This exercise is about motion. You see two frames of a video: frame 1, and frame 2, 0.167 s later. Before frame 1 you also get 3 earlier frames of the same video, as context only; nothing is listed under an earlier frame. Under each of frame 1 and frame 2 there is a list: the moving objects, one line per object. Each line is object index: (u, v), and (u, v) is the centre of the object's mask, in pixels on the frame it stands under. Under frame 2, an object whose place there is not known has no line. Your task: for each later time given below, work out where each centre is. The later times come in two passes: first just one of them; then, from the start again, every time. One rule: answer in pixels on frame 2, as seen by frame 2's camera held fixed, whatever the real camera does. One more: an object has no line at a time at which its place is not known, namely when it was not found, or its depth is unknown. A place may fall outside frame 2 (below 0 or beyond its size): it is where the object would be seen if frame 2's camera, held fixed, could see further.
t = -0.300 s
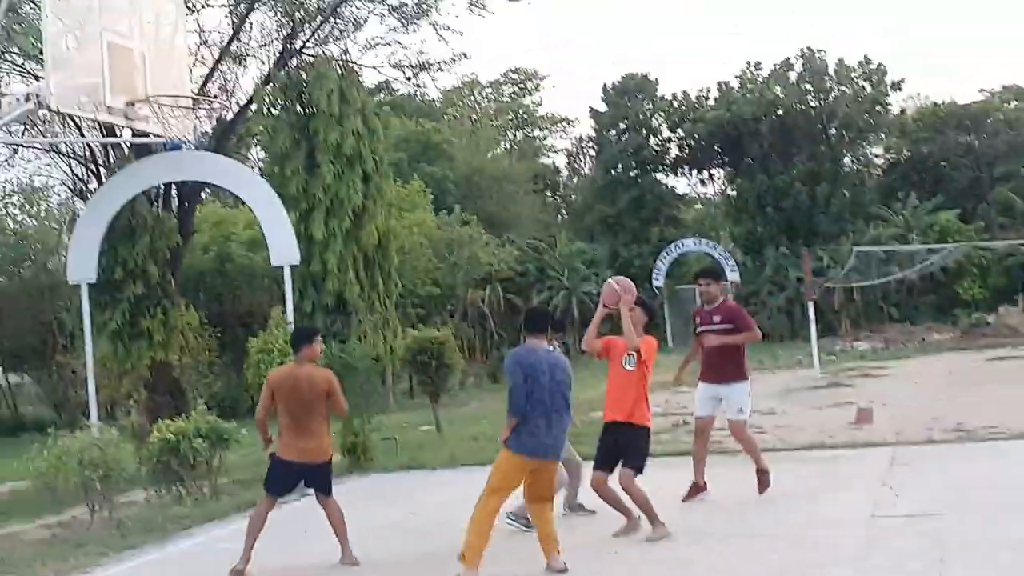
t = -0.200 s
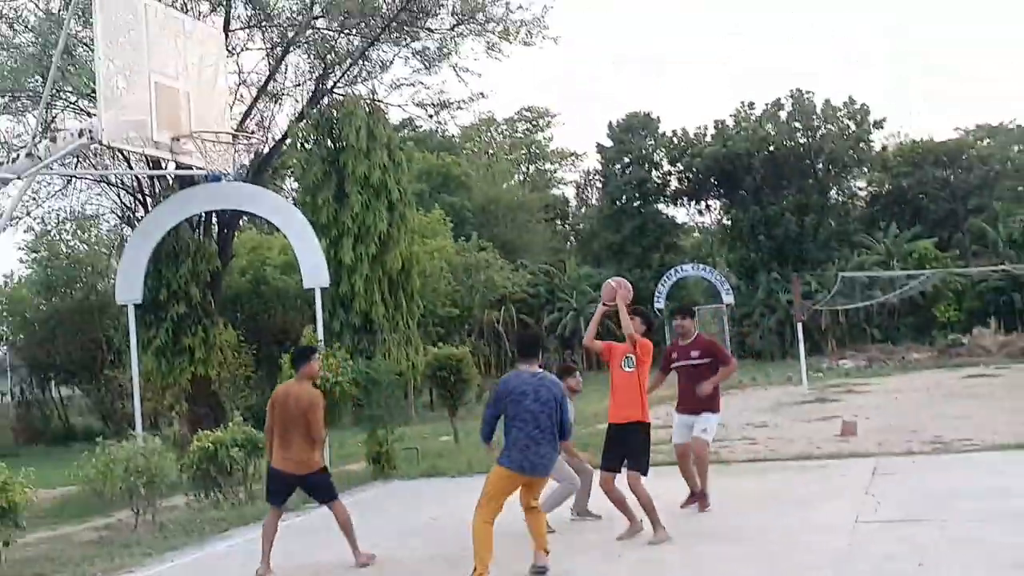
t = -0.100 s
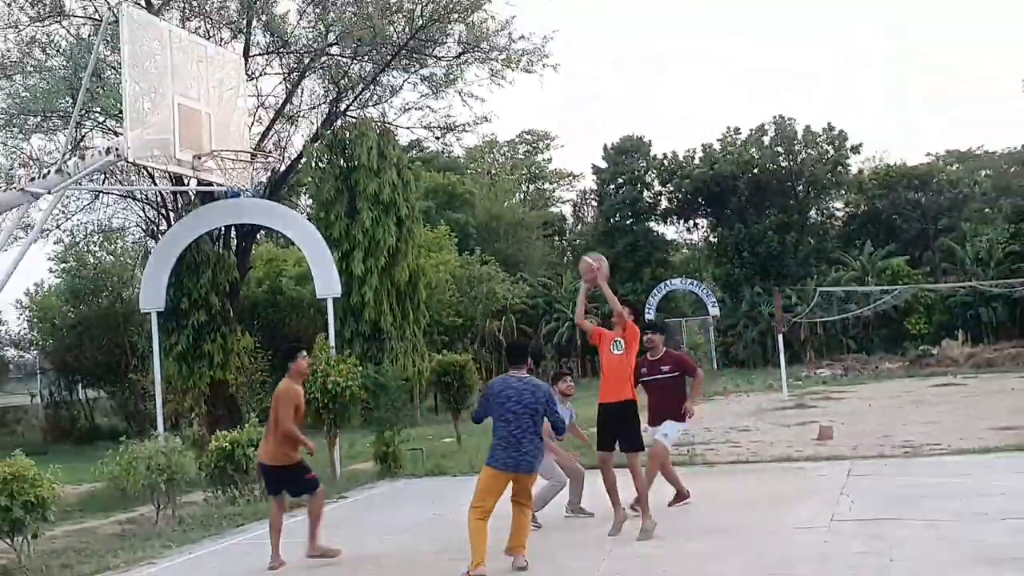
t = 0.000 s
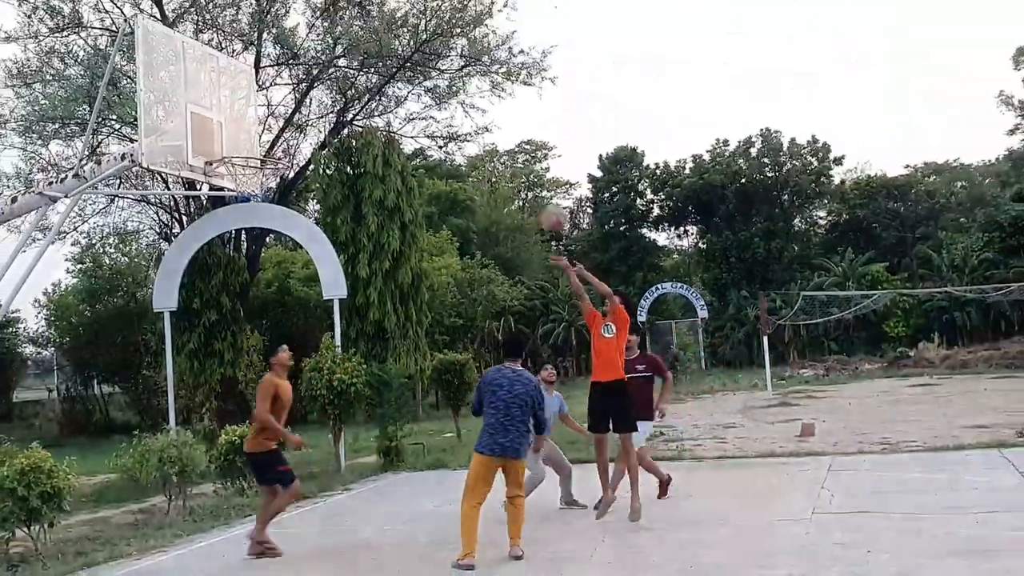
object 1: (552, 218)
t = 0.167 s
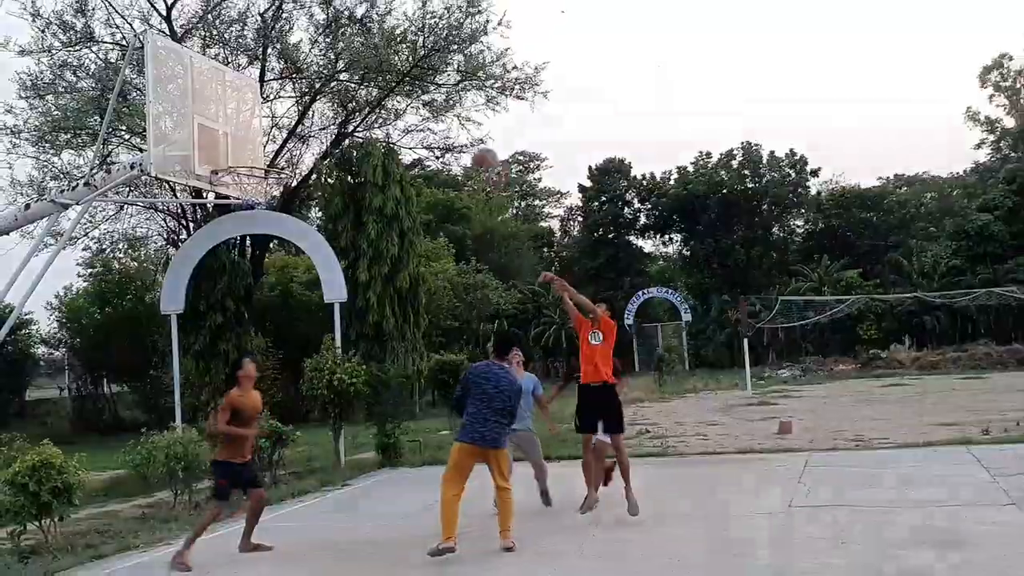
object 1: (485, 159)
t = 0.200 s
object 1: (472, 149)
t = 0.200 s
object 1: (472, 149)
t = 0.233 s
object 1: (460, 142)
